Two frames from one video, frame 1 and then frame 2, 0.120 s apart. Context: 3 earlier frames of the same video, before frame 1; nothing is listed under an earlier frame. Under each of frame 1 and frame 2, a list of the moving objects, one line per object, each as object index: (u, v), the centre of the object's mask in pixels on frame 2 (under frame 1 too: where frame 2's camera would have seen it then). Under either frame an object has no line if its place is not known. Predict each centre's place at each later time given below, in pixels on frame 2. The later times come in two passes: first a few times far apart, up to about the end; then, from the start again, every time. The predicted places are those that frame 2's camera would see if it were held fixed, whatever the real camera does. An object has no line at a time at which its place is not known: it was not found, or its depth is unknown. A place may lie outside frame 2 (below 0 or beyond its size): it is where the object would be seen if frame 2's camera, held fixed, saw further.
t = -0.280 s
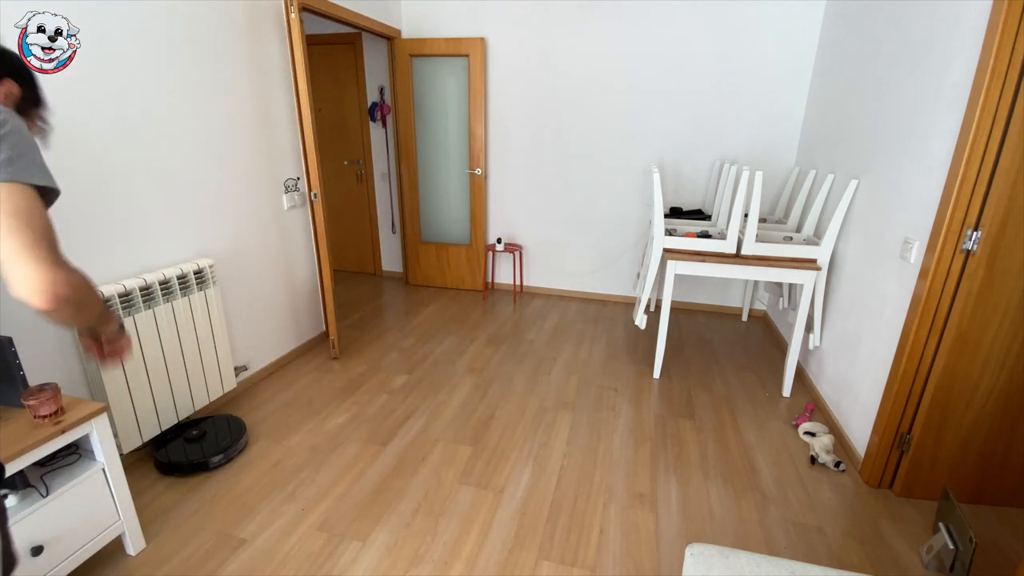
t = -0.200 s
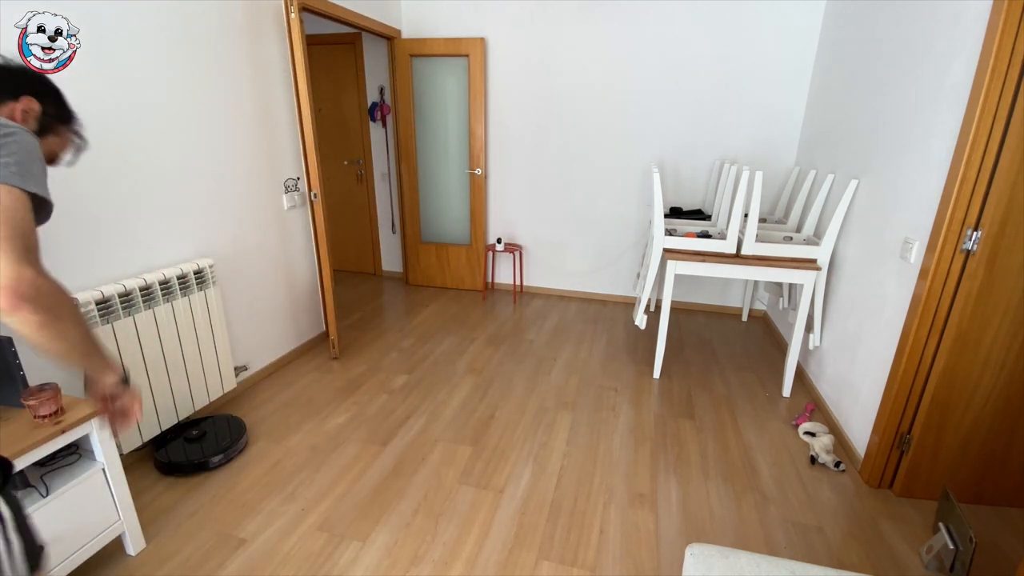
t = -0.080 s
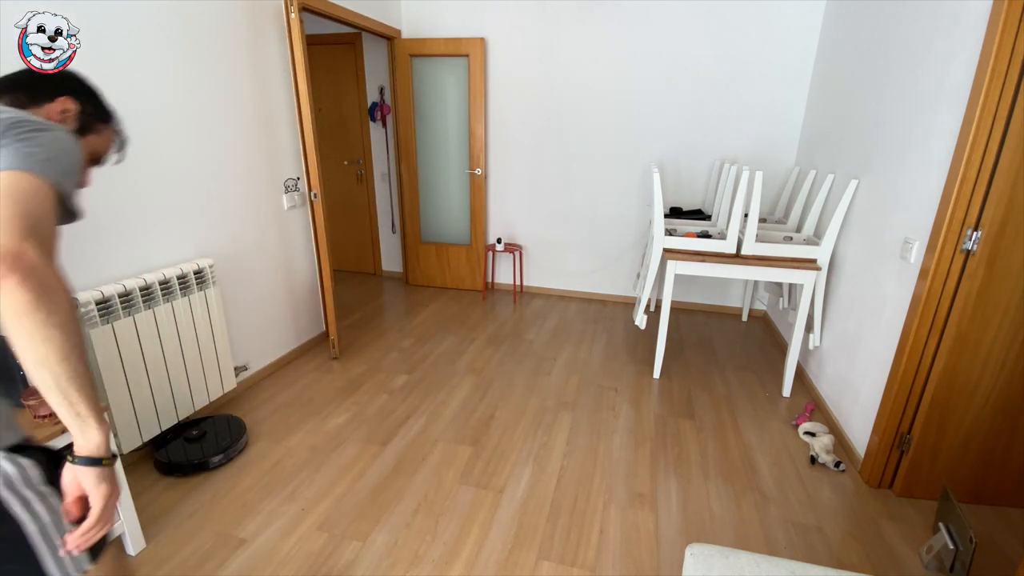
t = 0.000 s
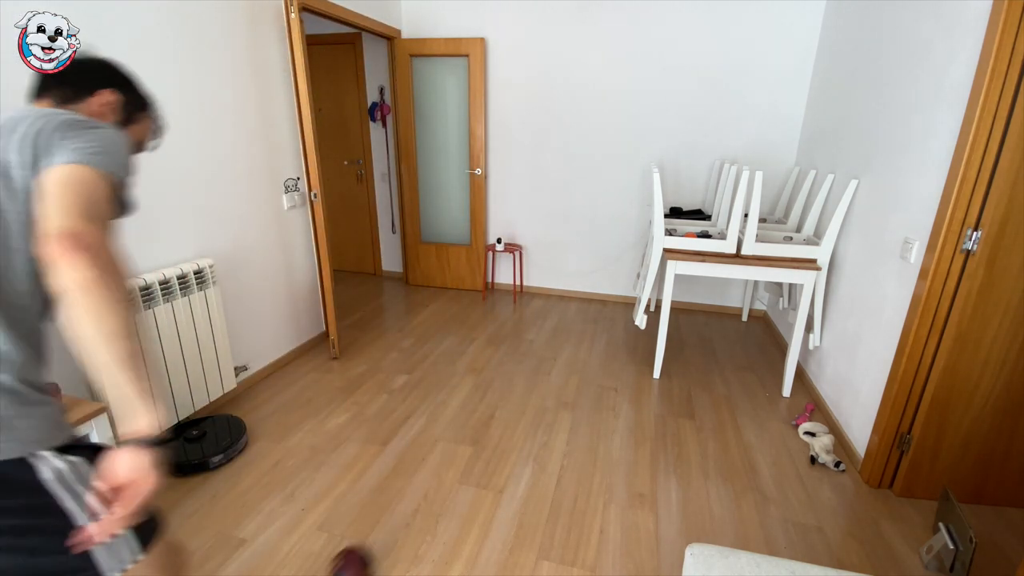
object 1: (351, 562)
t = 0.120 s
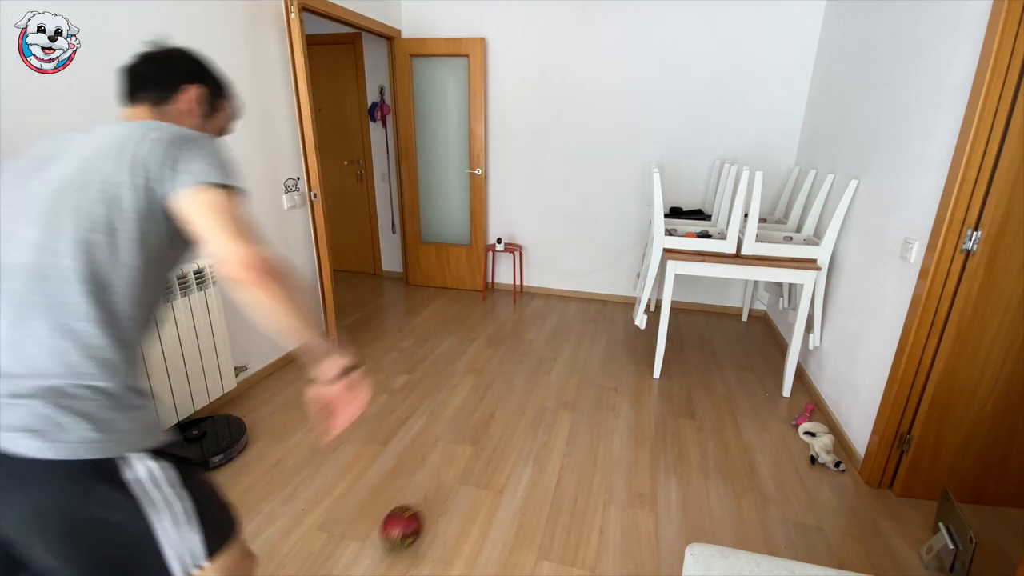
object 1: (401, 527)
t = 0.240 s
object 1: (439, 495)
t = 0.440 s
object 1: (488, 451)
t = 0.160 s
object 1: (415, 515)
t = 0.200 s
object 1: (427, 504)
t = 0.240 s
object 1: (439, 495)
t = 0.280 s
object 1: (450, 485)
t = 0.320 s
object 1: (459, 476)
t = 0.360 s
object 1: (470, 467)
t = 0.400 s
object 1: (479, 460)
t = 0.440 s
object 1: (488, 451)
